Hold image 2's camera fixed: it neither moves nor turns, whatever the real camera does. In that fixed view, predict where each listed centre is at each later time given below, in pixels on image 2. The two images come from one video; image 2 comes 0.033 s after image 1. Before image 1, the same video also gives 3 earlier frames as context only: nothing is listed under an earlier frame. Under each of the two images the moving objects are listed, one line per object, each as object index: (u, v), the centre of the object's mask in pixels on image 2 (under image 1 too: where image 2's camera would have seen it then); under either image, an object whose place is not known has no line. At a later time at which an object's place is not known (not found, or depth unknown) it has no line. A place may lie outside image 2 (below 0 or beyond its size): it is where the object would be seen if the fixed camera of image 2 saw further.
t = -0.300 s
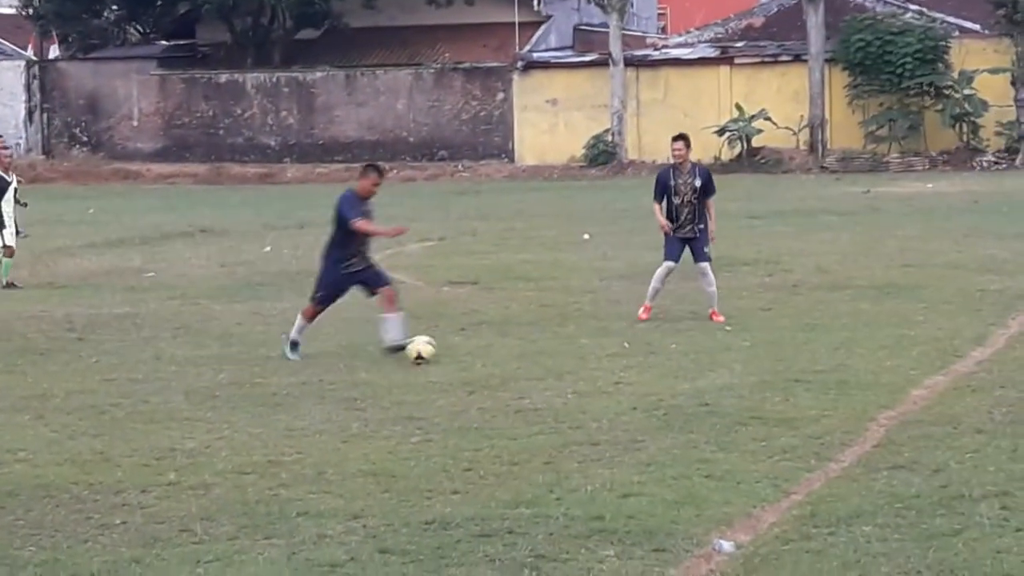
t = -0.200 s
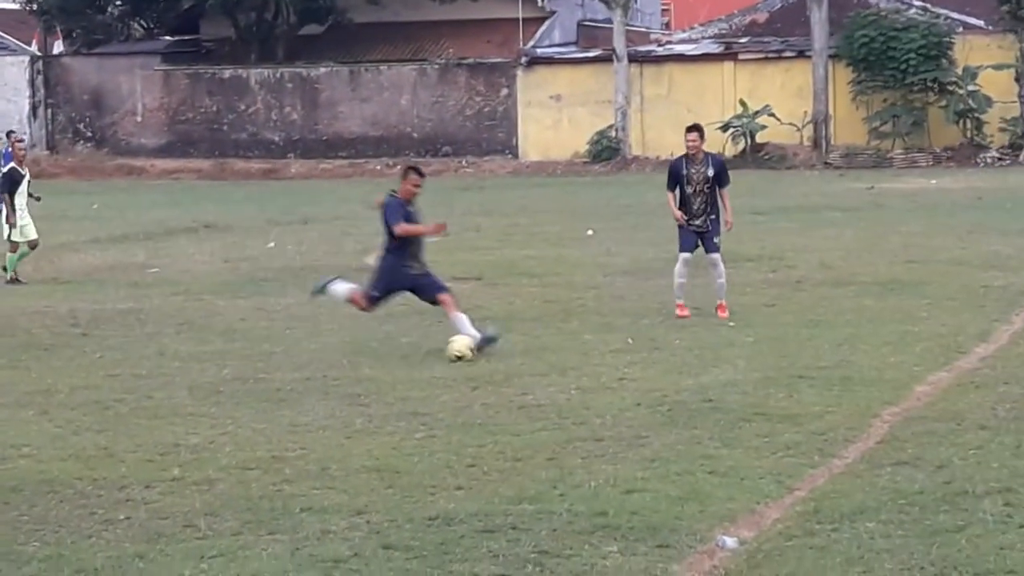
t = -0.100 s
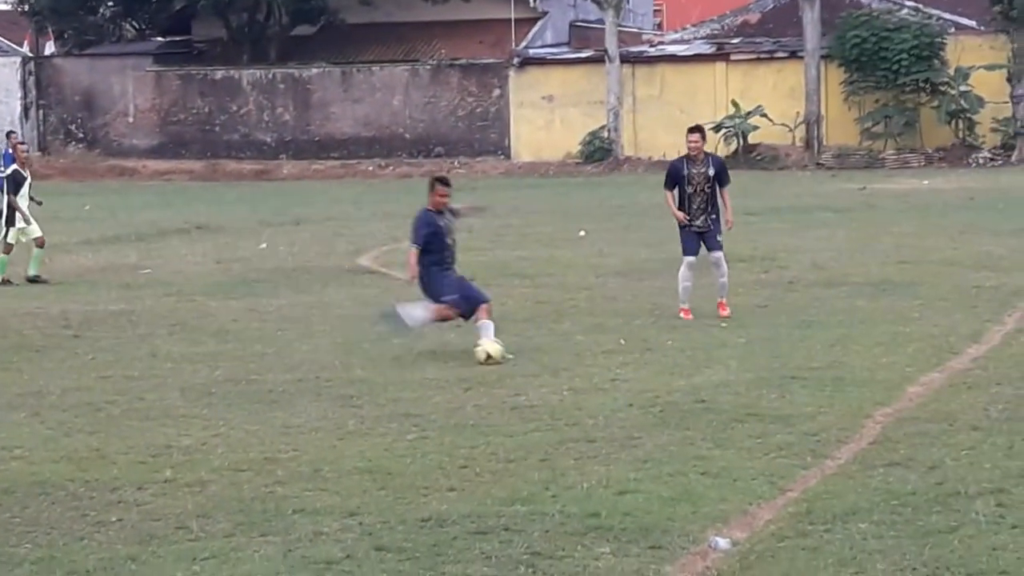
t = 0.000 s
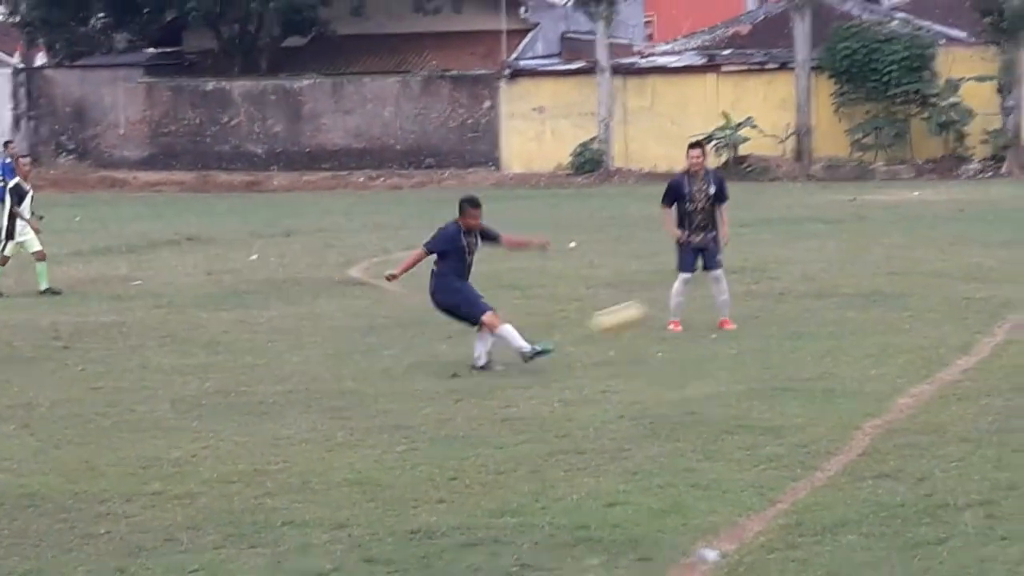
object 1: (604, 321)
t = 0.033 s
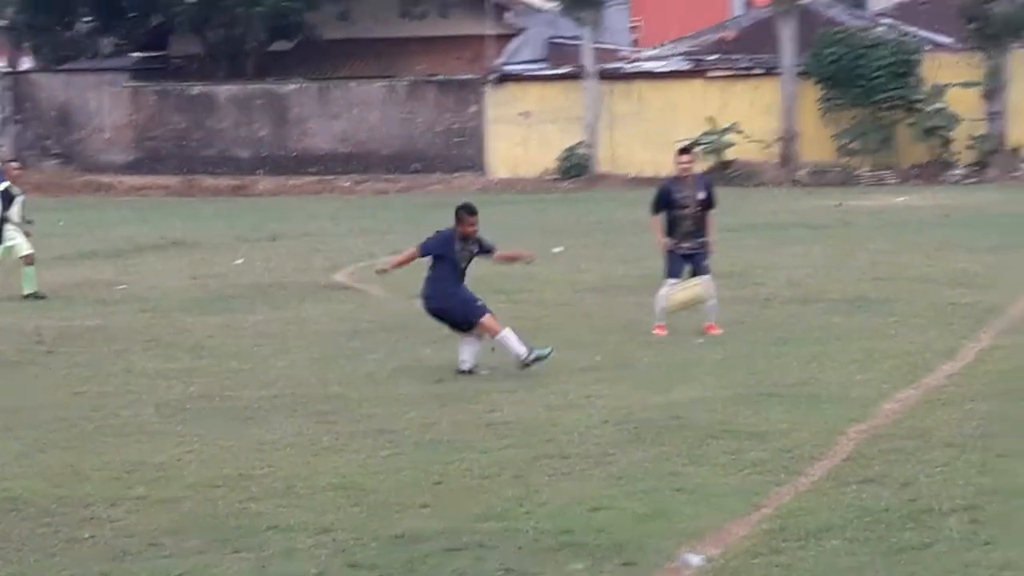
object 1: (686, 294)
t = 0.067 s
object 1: (765, 268)
